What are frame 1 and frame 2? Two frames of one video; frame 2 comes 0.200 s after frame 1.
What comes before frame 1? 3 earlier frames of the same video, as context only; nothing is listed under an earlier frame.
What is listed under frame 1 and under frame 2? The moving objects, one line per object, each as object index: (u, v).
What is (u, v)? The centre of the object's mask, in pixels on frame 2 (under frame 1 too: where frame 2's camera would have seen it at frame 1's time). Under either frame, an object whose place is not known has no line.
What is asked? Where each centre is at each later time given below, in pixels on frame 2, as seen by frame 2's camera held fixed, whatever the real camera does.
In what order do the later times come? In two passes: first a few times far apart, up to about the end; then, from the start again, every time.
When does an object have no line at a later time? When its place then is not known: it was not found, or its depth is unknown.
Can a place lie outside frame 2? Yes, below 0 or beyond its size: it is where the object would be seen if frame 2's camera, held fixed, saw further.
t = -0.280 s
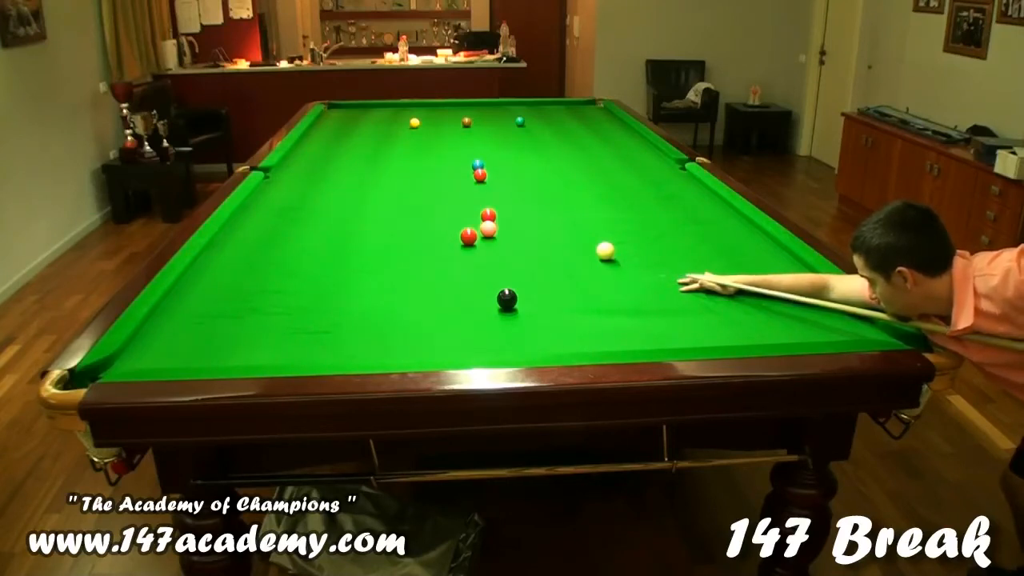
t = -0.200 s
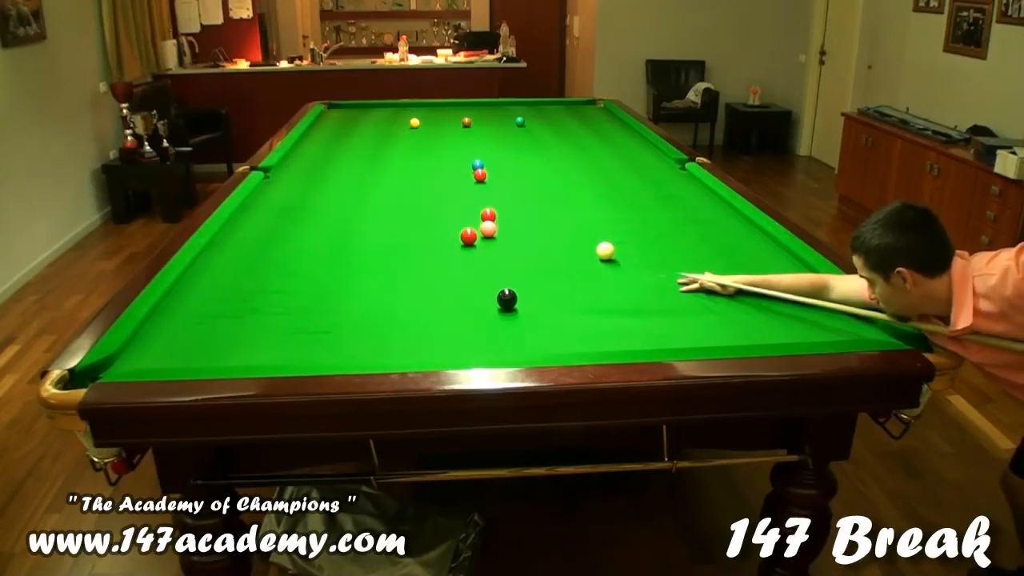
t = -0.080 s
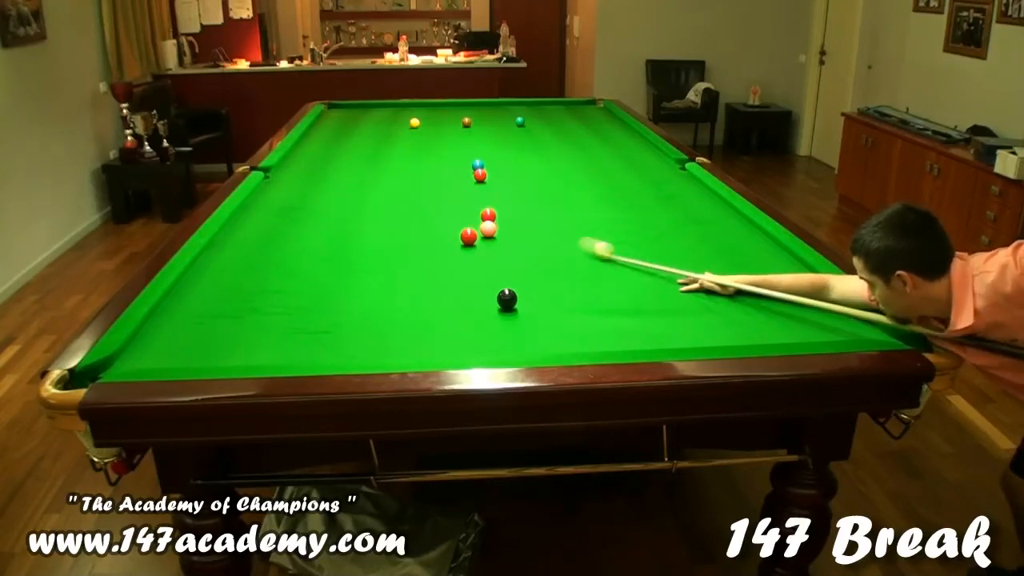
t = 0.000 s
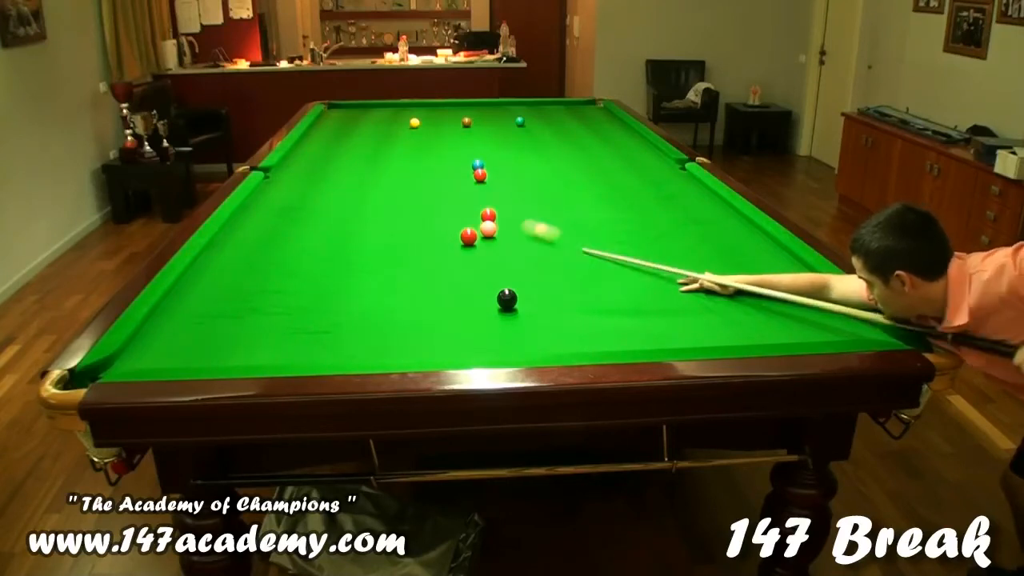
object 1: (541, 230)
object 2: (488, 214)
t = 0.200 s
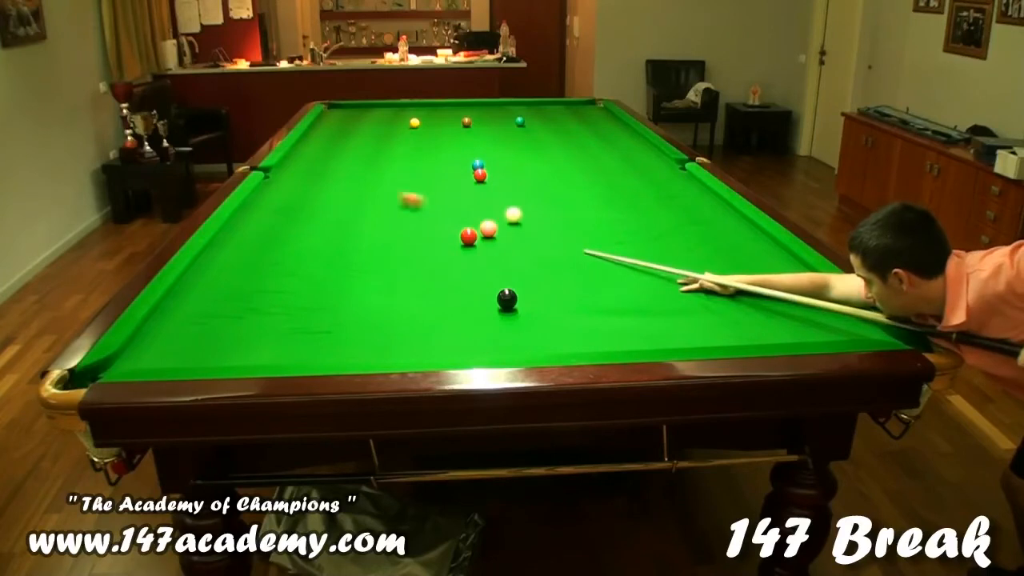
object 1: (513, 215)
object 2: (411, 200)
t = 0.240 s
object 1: (518, 214)
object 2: (392, 196)
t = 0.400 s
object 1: (543, 215)
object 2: (328, 183)
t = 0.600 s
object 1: (575, 217)
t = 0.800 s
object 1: (605, 219)
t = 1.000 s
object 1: (635, 221)
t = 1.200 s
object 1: (663, 222)
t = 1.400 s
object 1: (691, 224)
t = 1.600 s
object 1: (717, 226)
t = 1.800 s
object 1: (742, 228)
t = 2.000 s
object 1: (748, 229)
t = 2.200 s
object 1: (736, 231)
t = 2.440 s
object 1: (722, 233)
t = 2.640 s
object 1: (712, 234)
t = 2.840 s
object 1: (702, 236)
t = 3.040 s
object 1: (693, 237)
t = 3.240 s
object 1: (685, 237)
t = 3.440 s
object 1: (678, 238)
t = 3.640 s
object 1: (672, 239)
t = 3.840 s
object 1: (667, 240)
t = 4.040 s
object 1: (663, 240)
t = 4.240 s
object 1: (661, 241)
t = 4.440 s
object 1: (659, 241)
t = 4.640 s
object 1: (659, 241)
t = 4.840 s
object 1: (659, 241)
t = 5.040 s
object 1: (659, 241)
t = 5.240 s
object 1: (659, 241)
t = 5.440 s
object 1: (659, 241)
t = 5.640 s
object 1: (659, 241)
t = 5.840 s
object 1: (659, 241)
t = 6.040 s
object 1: (659, 241)
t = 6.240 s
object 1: (659, 241)
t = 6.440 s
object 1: (659, 241)
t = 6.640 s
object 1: (659, 241)
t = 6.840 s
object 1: (659, 241)
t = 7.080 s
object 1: (659, 241)
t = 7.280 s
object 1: (659, 241)
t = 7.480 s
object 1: (659, 241)
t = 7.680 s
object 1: (659, 241)
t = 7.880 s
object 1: (659, 241)
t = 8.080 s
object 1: (659, 241)
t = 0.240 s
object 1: (518, 214)
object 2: (392, 196)
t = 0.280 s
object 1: (524, 214)
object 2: (374, 192)
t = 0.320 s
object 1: (530, 215)
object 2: (358, 189)
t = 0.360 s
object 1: (537, 215)
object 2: (342, 186)
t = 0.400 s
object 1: (543, 215)
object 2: (328, 183)
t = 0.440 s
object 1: (549, 216)
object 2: (314, 180)
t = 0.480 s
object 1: (556, 216)
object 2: (302, 178)
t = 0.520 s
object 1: (562, 217)
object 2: (289, 175)
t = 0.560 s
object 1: (568, 217)
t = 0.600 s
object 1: (575, 217)
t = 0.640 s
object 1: (581, 218)
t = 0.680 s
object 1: (587, 218)
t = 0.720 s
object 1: (593, 219)
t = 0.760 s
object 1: (599, 219)
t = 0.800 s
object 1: (605, 219)
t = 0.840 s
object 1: (611, 220)
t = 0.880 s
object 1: (617, 220)
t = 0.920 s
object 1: (623, 220)
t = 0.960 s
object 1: (629, 221)
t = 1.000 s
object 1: (635, 221)
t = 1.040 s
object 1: (640, 221)
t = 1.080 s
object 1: (646, 222)
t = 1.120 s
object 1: (652, 222)
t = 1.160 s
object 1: (658, 222)
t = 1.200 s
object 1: (663, 222)
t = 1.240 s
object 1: (669, 223)
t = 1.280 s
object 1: (675, 223)
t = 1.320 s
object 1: (680, 224)
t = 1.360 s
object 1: (686, 224)
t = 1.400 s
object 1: (691, 224)
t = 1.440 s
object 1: (696, 225)
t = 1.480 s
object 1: (702, 225)
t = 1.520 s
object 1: (707, 225)
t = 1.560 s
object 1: (712, 226)
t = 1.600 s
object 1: (717, 226)
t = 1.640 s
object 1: (722, 226)
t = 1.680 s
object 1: (727, 226)
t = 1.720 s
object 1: (732, 227)
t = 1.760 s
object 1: (737, 227)
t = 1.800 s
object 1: (742, 228)
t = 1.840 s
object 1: (747, 228)
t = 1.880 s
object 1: (752, 228)
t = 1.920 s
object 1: (754, 229)
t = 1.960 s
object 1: (751, 229)
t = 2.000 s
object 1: (748, 229)
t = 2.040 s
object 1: (746, 229)
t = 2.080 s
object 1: (743, 230)
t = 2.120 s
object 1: (741, 230)
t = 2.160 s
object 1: (739, 230)
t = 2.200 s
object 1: (736, 231)
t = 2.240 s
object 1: (734, 231)
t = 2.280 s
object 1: (731, 232)
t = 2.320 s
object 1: (729, 232)
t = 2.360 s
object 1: (727, 232)
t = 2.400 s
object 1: (725, 232)
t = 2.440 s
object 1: (722, 233)
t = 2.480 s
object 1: (720, 233)
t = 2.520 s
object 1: (718, 233)
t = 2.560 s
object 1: (716, 234)
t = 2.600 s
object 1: (714, 234)
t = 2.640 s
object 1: (712, 234)
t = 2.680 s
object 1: (710, 234)
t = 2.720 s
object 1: (708, 235)
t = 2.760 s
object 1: (706, 235)
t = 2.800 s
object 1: (704, 235)
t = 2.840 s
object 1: (702, 236)
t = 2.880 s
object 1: (700, 236)
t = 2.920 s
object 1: (698, 236)
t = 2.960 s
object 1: (696, 236)
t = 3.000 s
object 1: (695, 236)
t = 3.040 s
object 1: (693, 237)
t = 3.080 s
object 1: (691, 237)
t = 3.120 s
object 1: (690, 237)
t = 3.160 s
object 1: (688, 237)
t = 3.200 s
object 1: (686, 237)
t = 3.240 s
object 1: (685, 237)
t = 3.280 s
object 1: (683, 238)
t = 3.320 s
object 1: (682, 238)
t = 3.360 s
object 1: (681, 238)
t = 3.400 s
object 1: (679, 238)
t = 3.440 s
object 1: (678, 238)
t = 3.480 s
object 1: (676, 239)
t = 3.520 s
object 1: (675, 239)
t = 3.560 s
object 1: (674, 239)
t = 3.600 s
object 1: (673, 239)
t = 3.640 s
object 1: (672, 239)
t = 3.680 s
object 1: (671, 239)
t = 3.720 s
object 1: (670, 240)
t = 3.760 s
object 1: (669, 240)
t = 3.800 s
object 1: (668, 240)
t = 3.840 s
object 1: (667, 240)
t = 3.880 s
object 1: (666, 240)
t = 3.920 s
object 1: (665, 240)
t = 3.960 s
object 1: (664, 240)
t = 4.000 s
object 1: (664, 240)
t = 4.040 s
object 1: (663, 240)
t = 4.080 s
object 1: (663, 240)
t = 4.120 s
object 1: (662, 240)
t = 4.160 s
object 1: (661, 241)
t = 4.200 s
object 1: (661, 241)
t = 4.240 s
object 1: (661, 241)
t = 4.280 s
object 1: (660, 241)
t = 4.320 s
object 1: (660, 241)
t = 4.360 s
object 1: (660, 241)
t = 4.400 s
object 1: (659, 241)
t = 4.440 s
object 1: (659, 241)
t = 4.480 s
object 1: (659, 241)
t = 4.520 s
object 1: (659, 241)
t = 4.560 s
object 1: (659, 241)
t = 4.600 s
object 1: (659, 241)
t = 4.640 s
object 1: (659, 241)
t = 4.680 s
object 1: (659, 241)
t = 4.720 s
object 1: (659, 241)
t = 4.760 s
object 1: (659, 241)
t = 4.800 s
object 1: (659, 241)
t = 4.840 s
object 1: (659, 241)
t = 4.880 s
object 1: (659, 241)
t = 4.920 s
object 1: (659, 241)
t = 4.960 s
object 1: (659, 241)
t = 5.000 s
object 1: (659, 241)
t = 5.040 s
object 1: (659, 241)
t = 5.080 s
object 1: (659, 241)
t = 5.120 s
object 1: (659, 241)
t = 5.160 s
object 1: (659, 241)
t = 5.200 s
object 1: (659, 241)
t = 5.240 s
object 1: (659, 241)
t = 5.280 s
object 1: (659, 241)
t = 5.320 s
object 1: (659, 241)
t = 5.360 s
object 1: (659, 241)
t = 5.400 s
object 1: (659, 241)
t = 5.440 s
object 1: (659, 241)
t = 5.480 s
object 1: (659, 241)
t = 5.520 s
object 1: (659, 241)
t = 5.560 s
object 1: (659, 241)
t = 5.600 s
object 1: (659, 241)
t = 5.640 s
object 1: (659, 241)
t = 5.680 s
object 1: (659, 241)
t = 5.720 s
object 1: (659, 241)
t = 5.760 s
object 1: (659, 241)
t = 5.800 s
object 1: (659, 241)
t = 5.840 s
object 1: (659, 241)
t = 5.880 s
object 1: (659, 241)
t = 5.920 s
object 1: (659, 241)
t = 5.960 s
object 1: (659, 241)
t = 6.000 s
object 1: (659, 241)
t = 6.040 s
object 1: (659, 241)
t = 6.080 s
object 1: (659, 241)
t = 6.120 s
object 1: (659, 241)
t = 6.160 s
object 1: (659, 241)
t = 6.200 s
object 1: (659, 241)
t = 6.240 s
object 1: (659, 241)
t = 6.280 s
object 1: (659, 241)
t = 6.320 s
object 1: (659, 241)
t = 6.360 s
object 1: (659, 241)
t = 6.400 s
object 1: (659, 241)
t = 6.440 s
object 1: (659, 241)
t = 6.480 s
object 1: (659, 241)
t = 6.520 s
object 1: (659, 241)
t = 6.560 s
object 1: (659, 241)
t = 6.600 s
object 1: (659, 241)
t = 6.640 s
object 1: (659, 241)
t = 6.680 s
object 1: (659, 241)
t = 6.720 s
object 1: (659, 241)
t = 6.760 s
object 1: (659, 241)
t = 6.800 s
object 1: (659, 241)
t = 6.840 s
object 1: (659, 241)
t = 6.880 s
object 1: (659, 241)
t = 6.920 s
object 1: (659, 241)
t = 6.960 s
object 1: (659, 241)
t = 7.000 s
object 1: (659, 241)
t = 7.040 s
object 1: (659, 241)
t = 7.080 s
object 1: (659, 241)
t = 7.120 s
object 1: (659, 241)
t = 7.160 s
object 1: (659, 241)
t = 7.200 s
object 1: (659, 241)
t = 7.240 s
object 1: (659, 241)
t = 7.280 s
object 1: (659, 241)
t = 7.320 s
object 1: (659, 241)
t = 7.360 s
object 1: (659, 241)
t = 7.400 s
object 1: (659, 241)
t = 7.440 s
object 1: (659, 241)
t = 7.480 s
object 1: (659, 241)
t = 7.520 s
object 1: (659, 241)
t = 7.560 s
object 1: (659, 241)
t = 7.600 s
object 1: (659, 241)
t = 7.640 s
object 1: (659, 241)
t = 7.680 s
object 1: (659, 241)
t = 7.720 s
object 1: (659, 241)
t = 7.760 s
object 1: (659, 241)
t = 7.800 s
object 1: (659, 241)
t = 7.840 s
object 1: (659, 241)
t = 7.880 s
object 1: (659, 241)
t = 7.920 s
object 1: (659, 241)
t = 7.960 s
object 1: (659, 241)
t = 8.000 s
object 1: (659, 241)
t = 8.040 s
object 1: (659, 241)
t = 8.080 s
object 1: (659, 241)
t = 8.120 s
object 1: (659, 241)
